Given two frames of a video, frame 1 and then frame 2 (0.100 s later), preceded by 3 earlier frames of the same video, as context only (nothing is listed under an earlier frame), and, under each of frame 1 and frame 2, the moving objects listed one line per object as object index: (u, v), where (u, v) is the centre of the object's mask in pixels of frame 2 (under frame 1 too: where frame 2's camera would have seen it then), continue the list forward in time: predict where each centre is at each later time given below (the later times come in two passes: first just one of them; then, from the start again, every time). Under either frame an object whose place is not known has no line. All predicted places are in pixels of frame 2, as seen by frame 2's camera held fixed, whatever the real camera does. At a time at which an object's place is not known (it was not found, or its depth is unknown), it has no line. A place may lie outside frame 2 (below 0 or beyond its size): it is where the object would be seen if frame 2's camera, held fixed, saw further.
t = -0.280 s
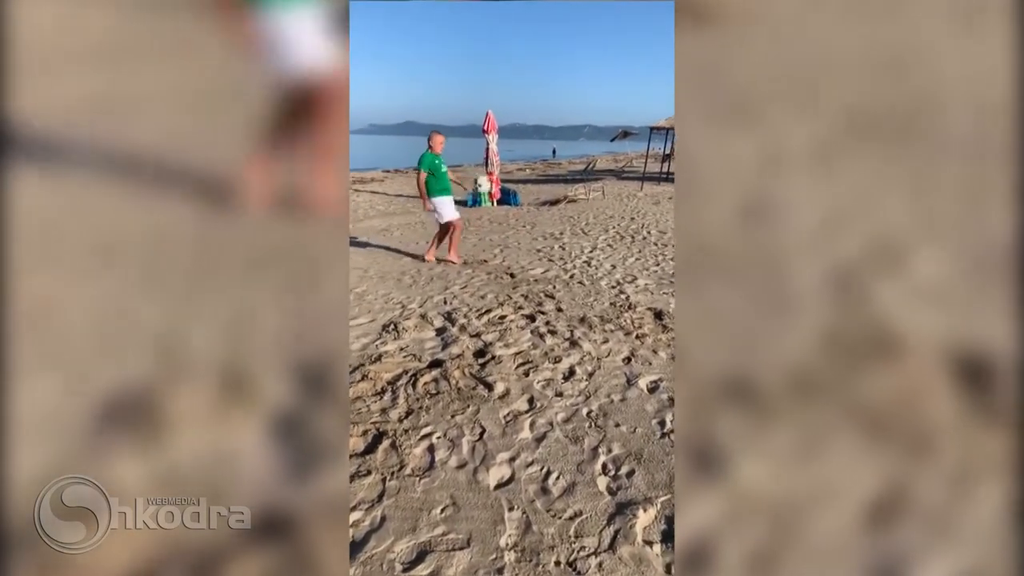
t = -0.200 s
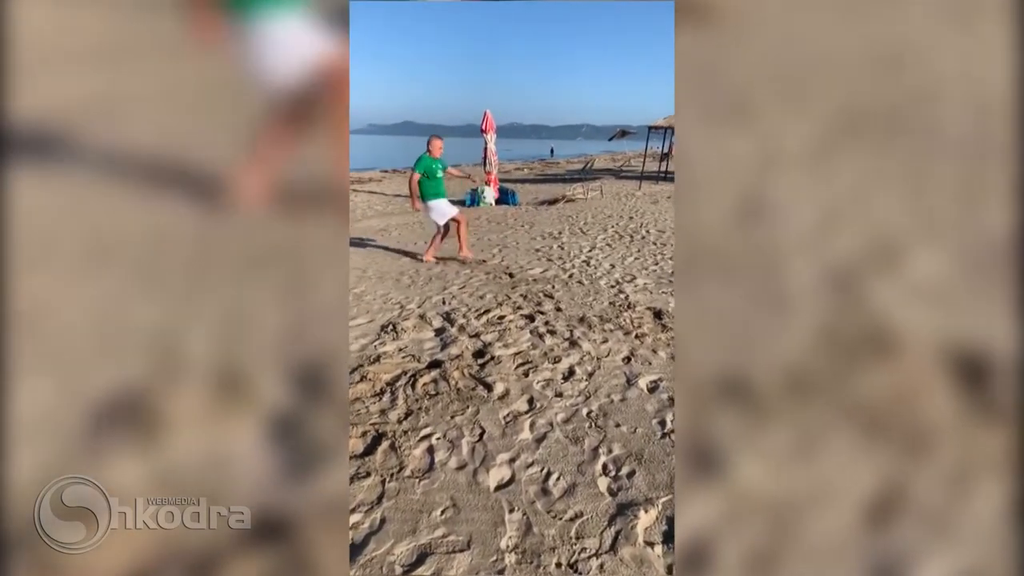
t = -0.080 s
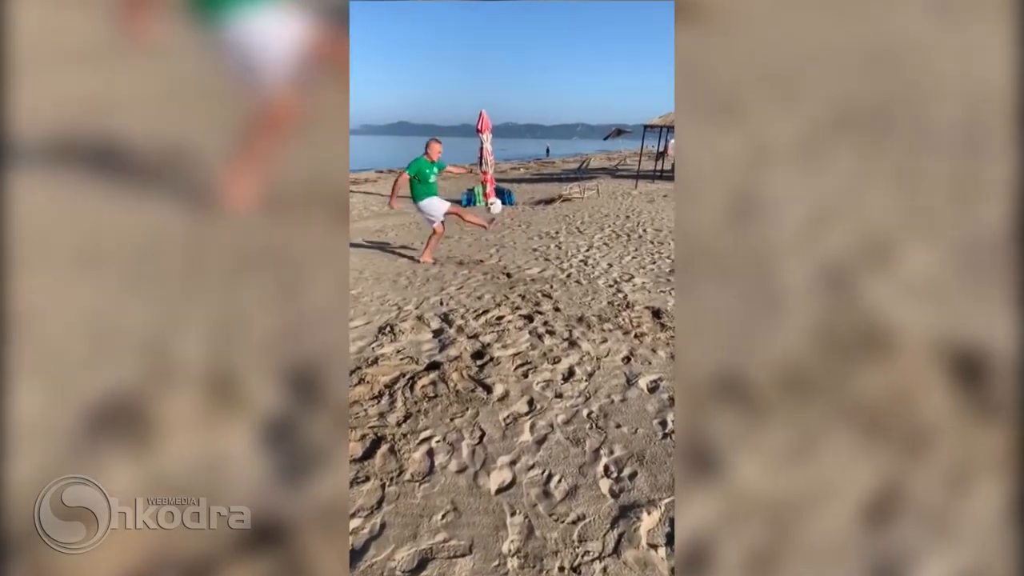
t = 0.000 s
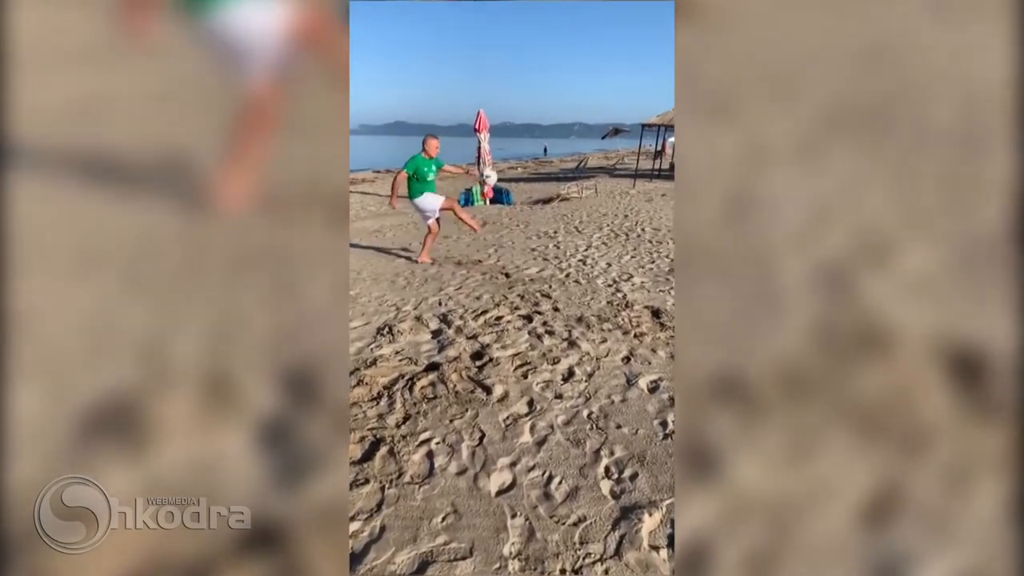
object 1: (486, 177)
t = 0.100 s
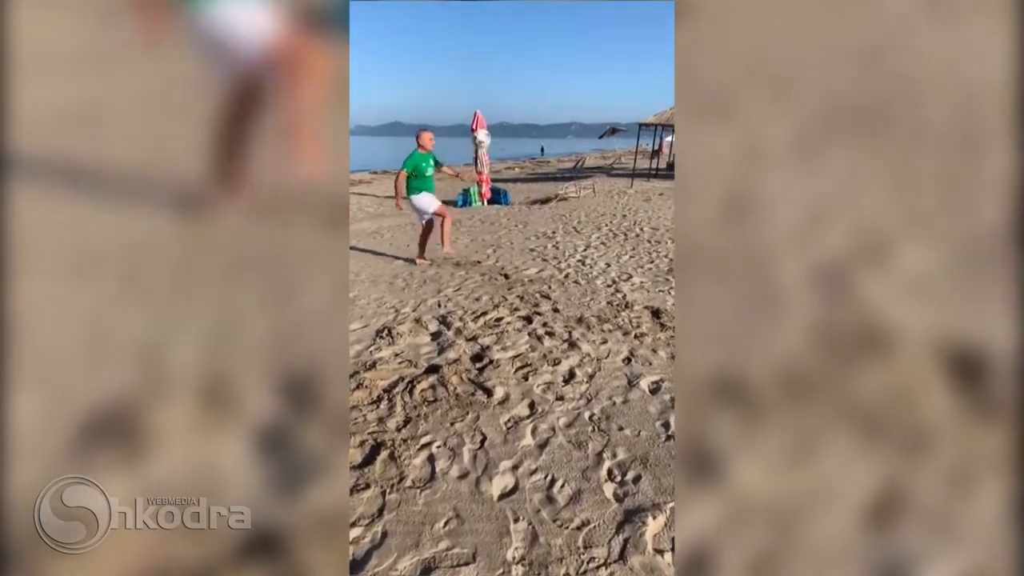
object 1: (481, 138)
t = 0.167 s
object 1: (478, 115)
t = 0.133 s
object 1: (481, 127)
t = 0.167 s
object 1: (478, 115)
